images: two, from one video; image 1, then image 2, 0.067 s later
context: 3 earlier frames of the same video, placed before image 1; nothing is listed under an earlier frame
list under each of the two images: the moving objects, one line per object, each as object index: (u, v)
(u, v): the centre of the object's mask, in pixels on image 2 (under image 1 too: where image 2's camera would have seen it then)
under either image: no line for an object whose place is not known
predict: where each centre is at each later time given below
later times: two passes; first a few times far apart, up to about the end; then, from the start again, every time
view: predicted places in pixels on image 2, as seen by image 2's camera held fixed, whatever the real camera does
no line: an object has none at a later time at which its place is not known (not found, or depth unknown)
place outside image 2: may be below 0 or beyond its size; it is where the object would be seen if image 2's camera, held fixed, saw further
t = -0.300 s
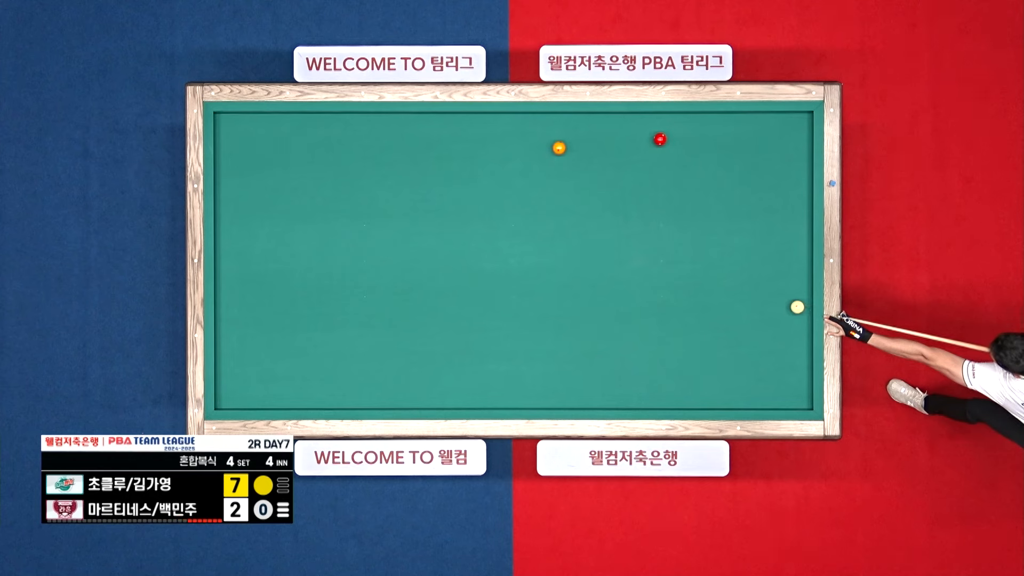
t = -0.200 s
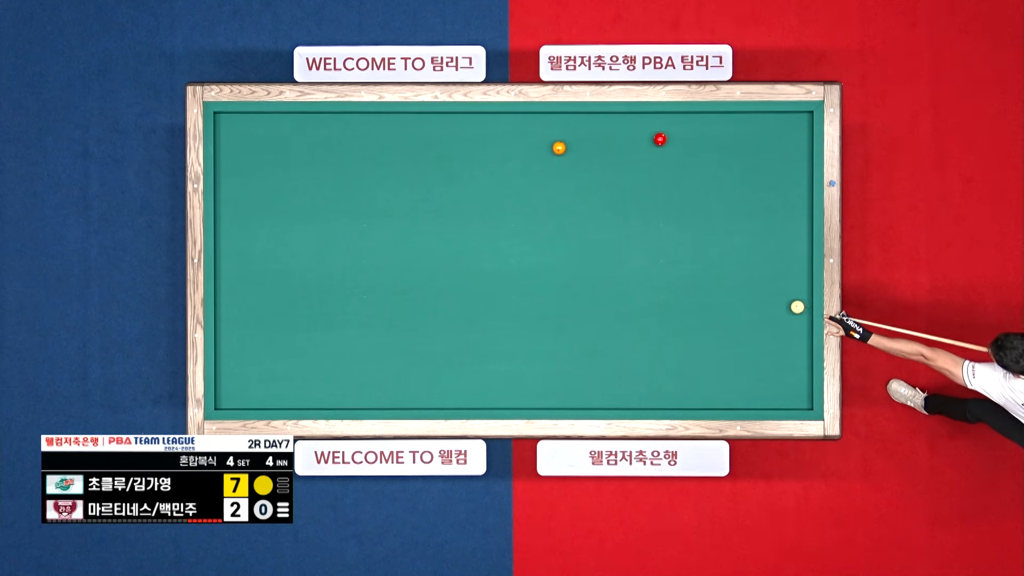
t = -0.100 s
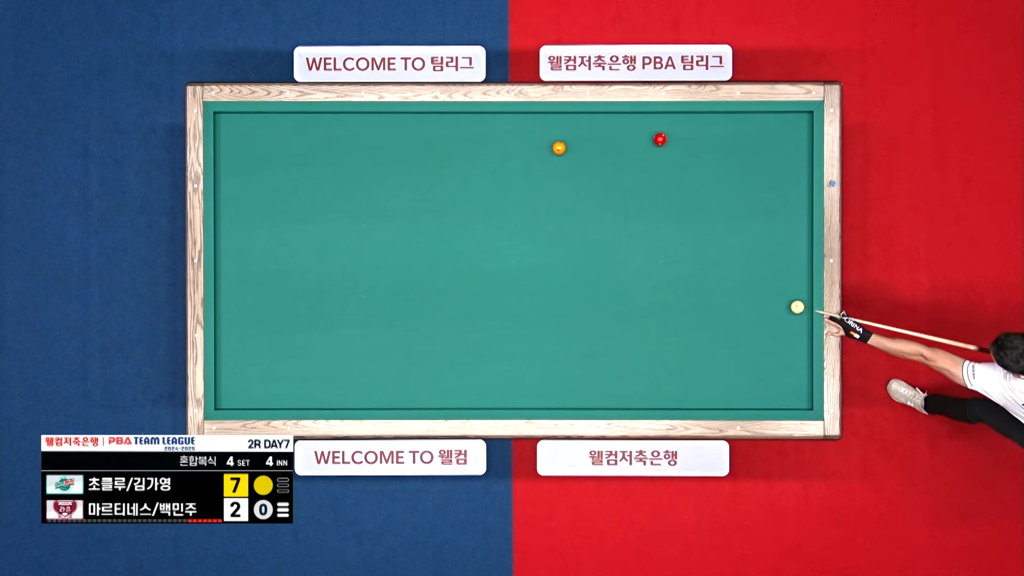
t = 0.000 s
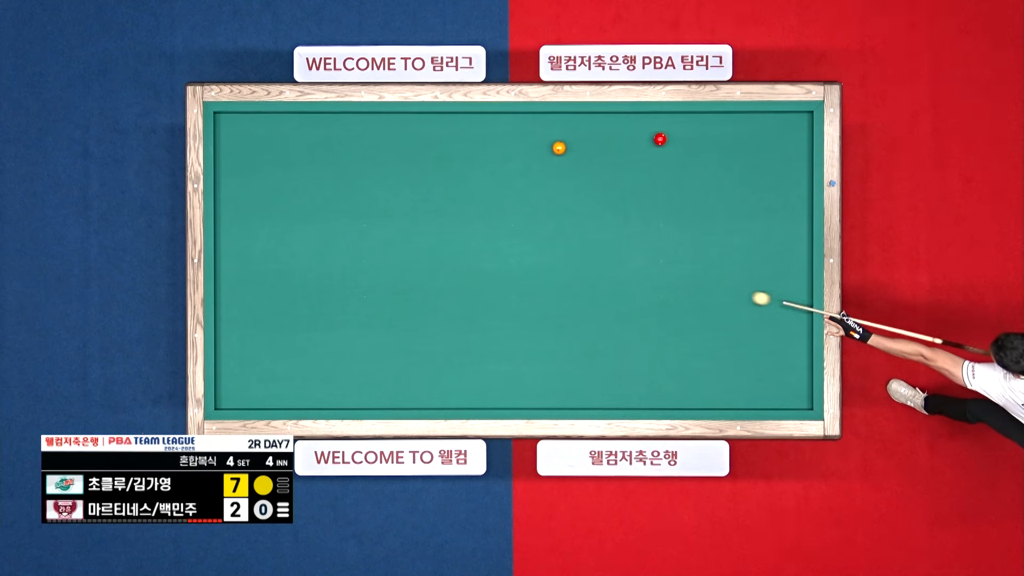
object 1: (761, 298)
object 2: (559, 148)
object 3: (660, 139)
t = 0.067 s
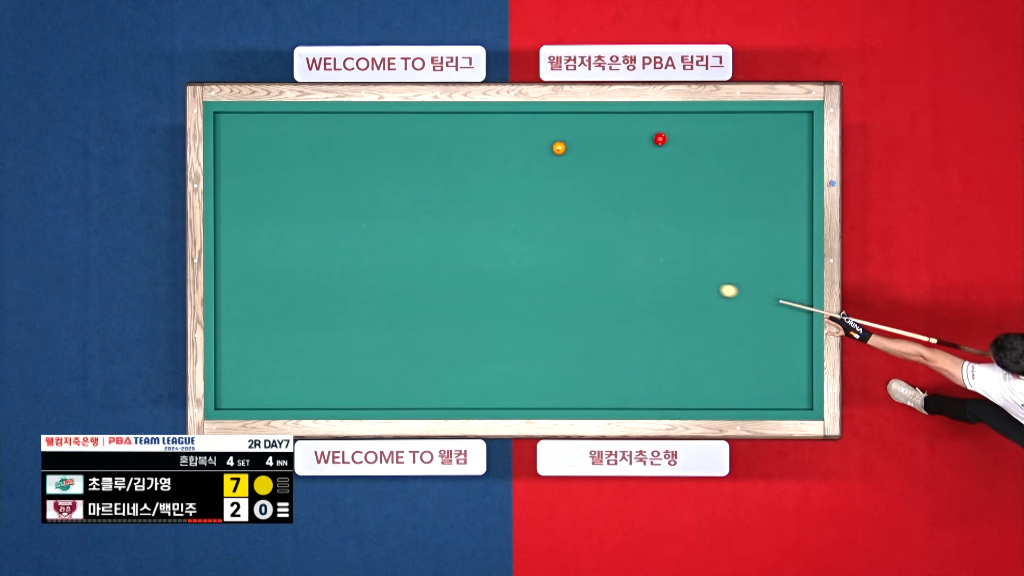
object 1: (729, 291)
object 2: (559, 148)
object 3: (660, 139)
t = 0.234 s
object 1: (648, 272)
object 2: (559, 148)
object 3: (660, 139)
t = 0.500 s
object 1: (521, 242)
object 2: (559, 148)
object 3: (660, 139)
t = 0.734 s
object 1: (411, 215)
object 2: (559, 148)
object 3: (660, 139)
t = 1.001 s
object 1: (285, 186)
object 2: (559, 148)
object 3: (660, 139)
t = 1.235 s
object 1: (254, 163)
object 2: (559, 148)
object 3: (660, 139)
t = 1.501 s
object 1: (343, 143)
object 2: (559, 148)
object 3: (660, 139)
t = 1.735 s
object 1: (406, 125)
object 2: (559, 148)
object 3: (660, 139)
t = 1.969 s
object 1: (464, 123)
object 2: (559, 148)
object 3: (660, 139)
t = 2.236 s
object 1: (527, 133)
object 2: (559, 148)
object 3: (660, 139)
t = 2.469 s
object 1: (570, 128)
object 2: (571, 162)
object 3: (660, 139)
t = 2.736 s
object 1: (610, 120)
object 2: (590, 185)
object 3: (660, 139)
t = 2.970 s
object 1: (642, 127)
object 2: (606, 205)
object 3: (660, 139)
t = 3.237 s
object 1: (665, 123)
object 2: (624, 226)
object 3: (672, 151)
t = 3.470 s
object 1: (682, 117)
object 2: (639, 245)
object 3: (685, 162)
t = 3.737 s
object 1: (703, 121)
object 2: (657, 266)
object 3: (700, 175)
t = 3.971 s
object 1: (720, 124)
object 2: (671, 283)
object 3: (711, 186)
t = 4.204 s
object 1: (737, 127)
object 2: (686, 301)
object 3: (723, 197)
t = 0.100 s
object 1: (713, 287)
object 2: (559, 148)
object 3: (660, 139)
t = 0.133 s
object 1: (696, 283)
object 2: (559, 148)
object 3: (660, 139)
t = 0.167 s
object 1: (680, 279)
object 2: (559, 148)
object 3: (660, 139)
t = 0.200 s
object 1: (664, 276)
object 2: (559, 148)
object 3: (660, 139)
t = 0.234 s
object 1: (648, 272)
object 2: (559, 148)
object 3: (660, 139)
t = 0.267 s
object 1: (632, 268)
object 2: (559, 148)
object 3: (660, 139)
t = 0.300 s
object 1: (617, 264)
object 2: (559, 148)
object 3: (660, 139)
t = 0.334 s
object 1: (600, 260)
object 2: (559, 148)
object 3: (660, 139)
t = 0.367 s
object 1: (584, 257)
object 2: (559, 148)
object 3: (660, 139)
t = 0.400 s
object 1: (568, 253)
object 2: (559, 148)
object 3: (660, 139)
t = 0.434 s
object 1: (552, 249)
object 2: (559, 148)
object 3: (660, 139)
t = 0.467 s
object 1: (537, 245)
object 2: (559, 148)
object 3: (660, 139)
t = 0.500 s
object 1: (521, 242)
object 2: (559, 148)
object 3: (660, 139)
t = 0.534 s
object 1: (505, 238)
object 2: (559, 148)
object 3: (660, 139)
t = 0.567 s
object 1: (489, 234)
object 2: (559, 148)
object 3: (660, 139)
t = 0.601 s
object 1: (473, 230)
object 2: (559, 148)
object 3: (660, 139)
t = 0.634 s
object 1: (458, 226)
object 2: (559, 148)
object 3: (660, 139)
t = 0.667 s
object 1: (442, 223)
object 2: (559, 148)
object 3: (660, 139)
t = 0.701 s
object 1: (426, 219)
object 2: (559, 148)
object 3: (660, 139)
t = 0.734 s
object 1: (411, 215)
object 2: (559, 148)
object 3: (660, 139)
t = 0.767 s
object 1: (395, 212)
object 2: (559, 148)
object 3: (660, 139)
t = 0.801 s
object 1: (379, 208)
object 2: (559, 148)
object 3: (660, 139)
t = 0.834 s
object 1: (363, 204)
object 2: (559, 148)
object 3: (660, 139)
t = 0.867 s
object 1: (347, 200)
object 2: (559, 148)
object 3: (660, 139)
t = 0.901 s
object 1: (332, 197)
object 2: (559, 148)
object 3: (660, 139)
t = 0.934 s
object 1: (317, 193)
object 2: (559, 148)
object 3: (660, 139)
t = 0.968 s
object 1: (301, 189)
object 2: (559, 148)
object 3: (660, 139)
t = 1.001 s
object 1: (285, 186)
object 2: (559, 148)
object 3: (660, 139)
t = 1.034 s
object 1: (270, 182)
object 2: (559, 148)
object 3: (660, 139)
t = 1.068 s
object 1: (254, 178)
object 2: (559, 148)
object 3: (660, 139)
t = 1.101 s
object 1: (238, 175)
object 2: (559, 148)
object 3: (660, 139)
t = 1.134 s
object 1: (223, 171)
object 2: (559, 148)
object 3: (660, 139)
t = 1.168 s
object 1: (228, 168)
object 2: (559, 148)
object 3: (660, 139)
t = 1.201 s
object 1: (241, 165)
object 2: (559, 148)
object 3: (660, 139)
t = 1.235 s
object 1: (254, 163)
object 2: (559, 148)
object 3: (660, 139)
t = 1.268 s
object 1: (267, 161)
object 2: (559, 148)
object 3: (660, 139)
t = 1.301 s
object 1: (279, 158)
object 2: (559, 148)
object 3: (660, 139)
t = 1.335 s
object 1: (291, 156)
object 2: (559, 148)
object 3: (660, 139)
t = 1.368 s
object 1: (302, 153)
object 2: (559, 148)
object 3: (660, 139)
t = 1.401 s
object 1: (313, 150)
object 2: (559, 148)
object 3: (660, 139)
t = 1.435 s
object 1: (323, 148)
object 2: (559, 148)
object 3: (660, 139)
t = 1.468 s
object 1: (333, 145)
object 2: (559, 148)
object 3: (660, 139)
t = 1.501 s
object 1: (343, 143)
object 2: (559, 148)
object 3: (660, 139)
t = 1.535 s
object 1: (352, 140)
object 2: (559, 148)
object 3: (660, 139)
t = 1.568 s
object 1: (361, 138)
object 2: (559, 148)
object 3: (660, 139)
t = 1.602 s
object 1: (370, 135)
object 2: (559, 148)
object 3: (660, 139)
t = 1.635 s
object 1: (379, 133)
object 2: (559, 148)
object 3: (660, 139)
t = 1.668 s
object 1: (388, 130)
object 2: (559, 148)
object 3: (660, 139)
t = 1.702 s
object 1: (397, 128)
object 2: (559, 148)
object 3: (660, 139)
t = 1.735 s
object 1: (406, 125)
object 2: (559, 148)
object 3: (660, 139)
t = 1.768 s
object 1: (414, 123)
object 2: (559, 148)
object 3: (660, 139)
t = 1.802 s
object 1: (423, 121)
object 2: (559, 148)
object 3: (660, 139)
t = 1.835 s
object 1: (432, 118)
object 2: (559, 148)
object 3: (660, 139)
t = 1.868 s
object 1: (440, 119)
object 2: (559, 148)
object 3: (660, 139)
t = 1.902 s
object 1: (448, 120)
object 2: (559, 148)
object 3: (660, 139)
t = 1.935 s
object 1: (456, 122)
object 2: (559, 148)
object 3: (660, 139)
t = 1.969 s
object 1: (464, 123)
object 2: (559, 148)
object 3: (660, 139)
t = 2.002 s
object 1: (472, 125)
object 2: (559, 148)
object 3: (660, 139)
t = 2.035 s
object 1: (480, 126)
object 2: (559, 148)
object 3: (660, 139)
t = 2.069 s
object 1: (488, 127)
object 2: (559, 148)
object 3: (660, 139)
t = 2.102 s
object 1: (496, 128)
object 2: (559, 148)
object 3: (660, 139)
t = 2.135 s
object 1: (504, 129)
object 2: (559, 148)
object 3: (660, 139)
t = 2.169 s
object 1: (511, 131)
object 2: (559, 148)
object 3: (660, 139)
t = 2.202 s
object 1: (519, 132)
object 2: (559, 148)
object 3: (660, 139)
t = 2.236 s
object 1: (527, 133)
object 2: (559, 148)
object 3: (660, 139)
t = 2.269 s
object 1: (535, 134)
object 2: (559, 148)
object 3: (660, 139)
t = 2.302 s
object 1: (543, 136)
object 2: (559, 148)
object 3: (660, 139)
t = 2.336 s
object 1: (551, 137)
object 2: (559, 148)
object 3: (660, 139)
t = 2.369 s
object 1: (555, 134)
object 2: (562, 151)
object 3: (660, 139)
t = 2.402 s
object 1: (560, 132)
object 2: (565, 155)
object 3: (660, 139)
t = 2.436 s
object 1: (565, 130)
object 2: (568, 159)
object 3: (660, 139)
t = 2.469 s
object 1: (570, 128)
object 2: (571, 162)
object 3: (660, 139)
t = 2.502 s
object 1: (575, 126)
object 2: (573, 165)
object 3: (660, 139)
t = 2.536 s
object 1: (580, 124)
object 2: (576, 168)
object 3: (660, 139)
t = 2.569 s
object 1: (585, 122)
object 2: (578, 171)
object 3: (660, 139)
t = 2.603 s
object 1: (590, 121)
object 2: (580, 173)
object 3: (660, 139)
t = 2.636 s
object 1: (596, 119)
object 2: (583, 176)
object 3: (660, 139)
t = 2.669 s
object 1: (600, 118)
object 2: (585, 179)
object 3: (660, 139)
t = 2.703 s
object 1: (605, 119)
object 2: (587, 182)
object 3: (660, 139)
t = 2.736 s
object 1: (610, 120)
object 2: (590, 185)
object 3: (660, 139)
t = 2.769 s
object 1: (614, 121)
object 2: (592, 188)
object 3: (660, 139)
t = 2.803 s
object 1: (619, 122)
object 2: (594, 191)
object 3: (660, 139)
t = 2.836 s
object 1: (624, 123)
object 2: (597, 193)
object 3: (660, 139)
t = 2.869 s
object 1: (628, 124)
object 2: (599, 196)
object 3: (660, 139)
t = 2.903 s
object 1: (633, 125)
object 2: (601, 199)
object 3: (660, 139)
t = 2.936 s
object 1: (637, 126)
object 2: (603, 202)
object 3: (660, 139)
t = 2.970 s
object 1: (642, 127)
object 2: (606, 205)
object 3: (660, 139)
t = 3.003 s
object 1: (647, 128)
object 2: (608, 207)
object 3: (660, 139)
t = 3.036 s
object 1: (651, 129)
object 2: (610, 210)
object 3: (660, 139)
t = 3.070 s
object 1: (653, 128)
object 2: (613, 213)
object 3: (662, 141)
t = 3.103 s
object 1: (655, 127)
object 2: (615, 215)
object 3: (665, 144)
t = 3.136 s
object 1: (658, 126)
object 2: (617, 218)
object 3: (667, 145)
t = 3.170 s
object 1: (660, 125)
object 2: (619, 221)
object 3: (669, 147)
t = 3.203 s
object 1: (663, 124)
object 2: (622, 224)
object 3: (671, 149)
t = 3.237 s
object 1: (665, 123)
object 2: (624, 226)
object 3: (672, 151)
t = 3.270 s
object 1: (668, 122)
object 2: (626, 229)
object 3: (674, 152)
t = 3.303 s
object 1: (670, 122)
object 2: (628, 232)
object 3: (676, 154)
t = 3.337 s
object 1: (673, 121)
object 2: (630, 234)
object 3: (678, 156)
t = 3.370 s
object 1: (675, 120)
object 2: (633, 237)
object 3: (680, 157)
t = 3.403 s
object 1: (677, 119)
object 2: (635, 240)
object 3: (682, 159)
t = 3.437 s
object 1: (680, 118)
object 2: (637, 242)
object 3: (683, 161)
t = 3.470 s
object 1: (682, 117)
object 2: (639, 245)
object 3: (685, 162)
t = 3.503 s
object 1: (685, 118)
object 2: (641, 248)
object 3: (687, 164)
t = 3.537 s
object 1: (687, 118)
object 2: (644, 250)
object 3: (689, 166)
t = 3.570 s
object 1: (690, 119)
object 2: (646, 253)
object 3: (691, 167)
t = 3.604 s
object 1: (692, 119)
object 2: (648, 255)
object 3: (693, 169)
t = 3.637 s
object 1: (695, 119)
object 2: (650, 258)
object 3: (694, 171)
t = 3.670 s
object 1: (698, 120)
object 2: (652, 261)
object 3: (696, 172)
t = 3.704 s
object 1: (700, 120)
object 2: (654, 263)
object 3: (698, 174)
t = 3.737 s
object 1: (703, 121)
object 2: (657, 266)
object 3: (700, 175)
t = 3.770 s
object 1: (705, 121)
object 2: (659, 268)
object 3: (702, 177)
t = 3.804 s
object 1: (708, 122)
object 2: (661, 271)
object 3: (703, 179)
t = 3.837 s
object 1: (710, 122)
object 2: (663, 273)
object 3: (705, 180)
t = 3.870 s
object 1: (713, 123)
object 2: (665, 276)
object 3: (706, 182)
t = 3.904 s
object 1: (715, 123)
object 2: (667, 278)
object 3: (708, 183)
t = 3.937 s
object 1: (718, 123)
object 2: (669, 281)
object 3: (710, 185)
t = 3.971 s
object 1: (720, 124)
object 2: (671, 283)
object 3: (711, 186)
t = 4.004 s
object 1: (722, 124)
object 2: (674, 286)
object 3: (713, 188)
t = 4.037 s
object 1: (725, 125)
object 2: (676, 288)
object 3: (715, 189)
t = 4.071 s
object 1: (727, 125)
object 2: (678, 291)
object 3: (717, 191)
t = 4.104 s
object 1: (730, 126)
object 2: (680, 293)
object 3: (718, 192)
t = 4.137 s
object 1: (732, 126)
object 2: (682, 296)
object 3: (720, 194)
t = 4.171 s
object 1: (735, 126)
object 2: (684, 298)
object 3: (722, 195)
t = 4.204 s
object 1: (737, 127)
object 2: (686, 301)
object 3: (723, 197)
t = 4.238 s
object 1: (739, 127)
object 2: (688, 303)
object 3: (725, 198)
